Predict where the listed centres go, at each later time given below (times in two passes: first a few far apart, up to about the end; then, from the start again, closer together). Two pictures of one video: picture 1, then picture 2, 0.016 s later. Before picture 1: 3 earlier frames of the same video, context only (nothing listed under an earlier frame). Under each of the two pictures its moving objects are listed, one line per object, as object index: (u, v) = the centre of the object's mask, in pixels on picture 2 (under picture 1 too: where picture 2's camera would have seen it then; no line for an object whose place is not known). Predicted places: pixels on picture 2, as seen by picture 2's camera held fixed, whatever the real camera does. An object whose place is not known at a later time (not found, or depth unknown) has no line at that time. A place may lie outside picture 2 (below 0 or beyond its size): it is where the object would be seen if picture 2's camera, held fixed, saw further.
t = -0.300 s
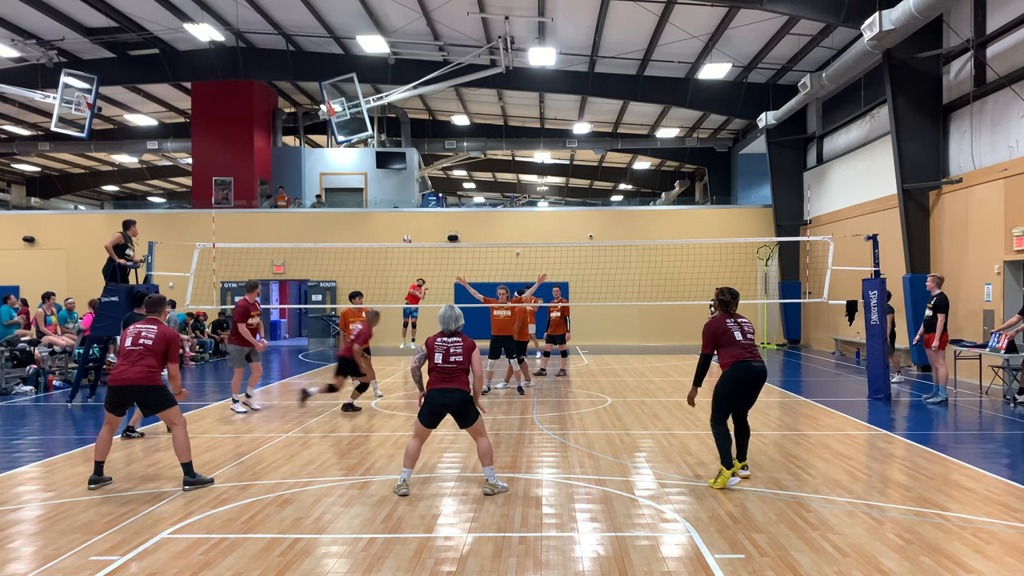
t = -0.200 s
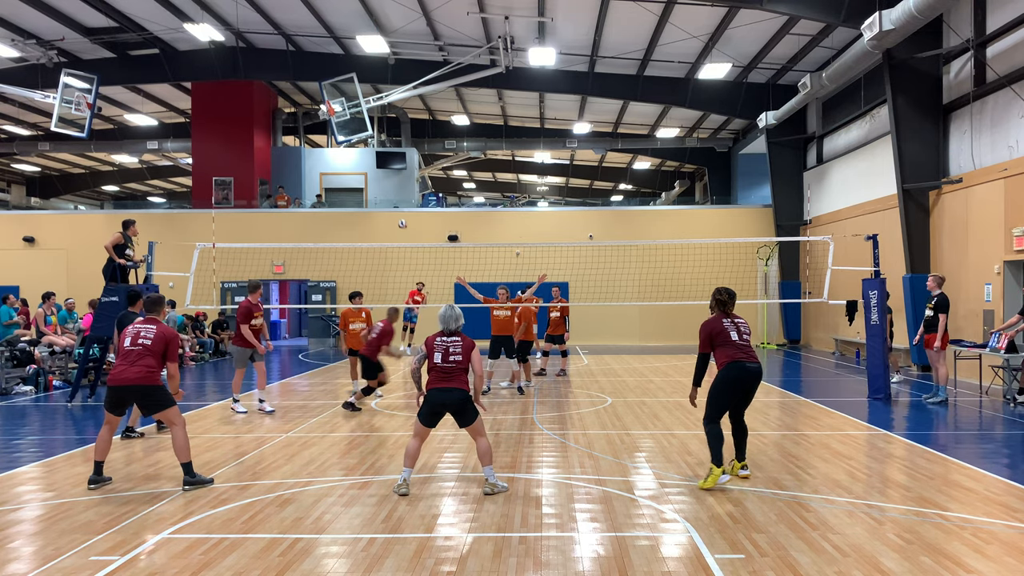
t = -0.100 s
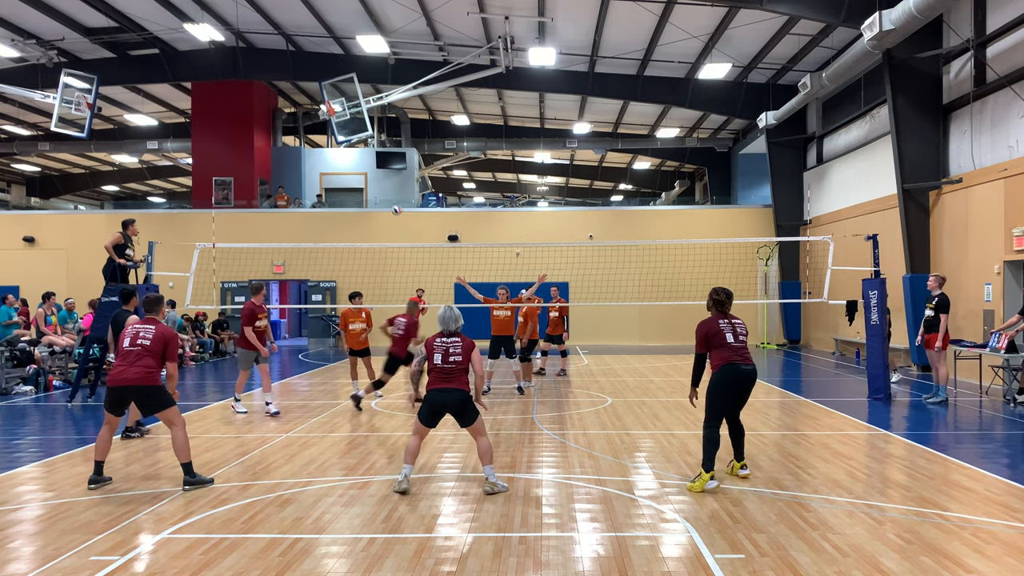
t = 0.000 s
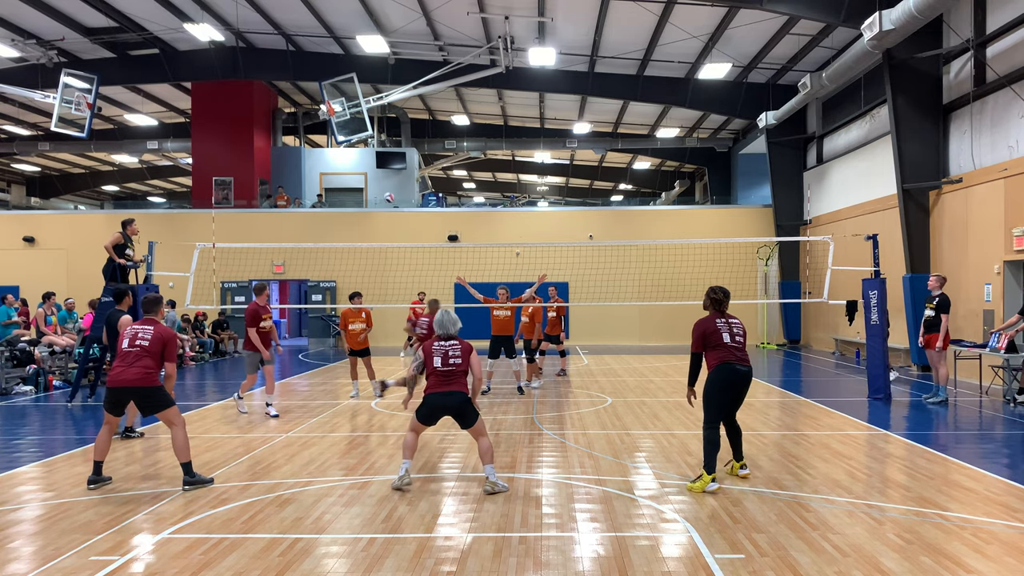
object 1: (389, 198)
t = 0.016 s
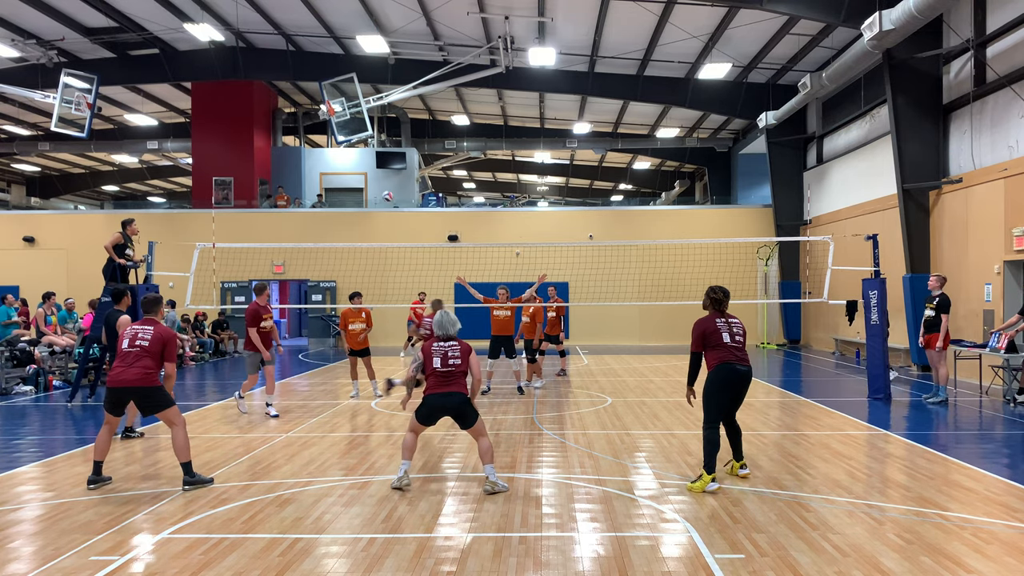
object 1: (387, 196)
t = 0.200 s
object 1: (370, 187)
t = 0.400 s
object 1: (345, 203)
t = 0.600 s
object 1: (311, 266)
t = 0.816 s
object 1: (232, 442)
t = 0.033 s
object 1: (386, 195)
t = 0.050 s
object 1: (385, 194)
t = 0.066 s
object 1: (383, 192)
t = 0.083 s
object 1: (381, 191)
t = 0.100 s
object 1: (380, 190)
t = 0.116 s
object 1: (378, 189)
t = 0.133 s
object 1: (376, 189)
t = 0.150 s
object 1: (375, 188)
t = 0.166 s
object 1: (373, 188)
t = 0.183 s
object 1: (371, 187)
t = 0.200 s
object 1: (370, 187)
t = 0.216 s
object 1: (368, 187)
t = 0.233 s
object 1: (366, 188)
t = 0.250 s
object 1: (364, 188)
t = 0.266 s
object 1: (362, 189)
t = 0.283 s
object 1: (360, 190)
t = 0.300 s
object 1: (358, 191)
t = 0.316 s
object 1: (356, 192)
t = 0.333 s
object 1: (354, 194)
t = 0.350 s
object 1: (352, 196)
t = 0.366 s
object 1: (350, 198)
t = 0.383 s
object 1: (348, 200)
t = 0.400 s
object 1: (345, 203)
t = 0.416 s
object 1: (343, 206)
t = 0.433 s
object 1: (341, 210)
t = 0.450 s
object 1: (339, 214)
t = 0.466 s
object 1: (336, 218)
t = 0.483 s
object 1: (333, 222)
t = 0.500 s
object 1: (331, 228)
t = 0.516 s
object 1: (328, 233)
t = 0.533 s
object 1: (324, 239)
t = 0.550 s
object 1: (321, 245)
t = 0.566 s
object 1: (317, 251)
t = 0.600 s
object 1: (311, 266)
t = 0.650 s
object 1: (297, 293)
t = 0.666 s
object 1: (292, 305)
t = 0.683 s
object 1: (286, 317)
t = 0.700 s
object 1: (281, 327)
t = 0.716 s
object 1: (275, 341)
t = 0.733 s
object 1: (270, 355)
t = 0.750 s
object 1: (262, 367)
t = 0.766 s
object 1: (254, 382)
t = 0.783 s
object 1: (247, 400)
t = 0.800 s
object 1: (239, 421)
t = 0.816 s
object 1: (232, 442)
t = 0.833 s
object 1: (224, 463)
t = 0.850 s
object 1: (214, 489)
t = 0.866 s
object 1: (205, 515)
